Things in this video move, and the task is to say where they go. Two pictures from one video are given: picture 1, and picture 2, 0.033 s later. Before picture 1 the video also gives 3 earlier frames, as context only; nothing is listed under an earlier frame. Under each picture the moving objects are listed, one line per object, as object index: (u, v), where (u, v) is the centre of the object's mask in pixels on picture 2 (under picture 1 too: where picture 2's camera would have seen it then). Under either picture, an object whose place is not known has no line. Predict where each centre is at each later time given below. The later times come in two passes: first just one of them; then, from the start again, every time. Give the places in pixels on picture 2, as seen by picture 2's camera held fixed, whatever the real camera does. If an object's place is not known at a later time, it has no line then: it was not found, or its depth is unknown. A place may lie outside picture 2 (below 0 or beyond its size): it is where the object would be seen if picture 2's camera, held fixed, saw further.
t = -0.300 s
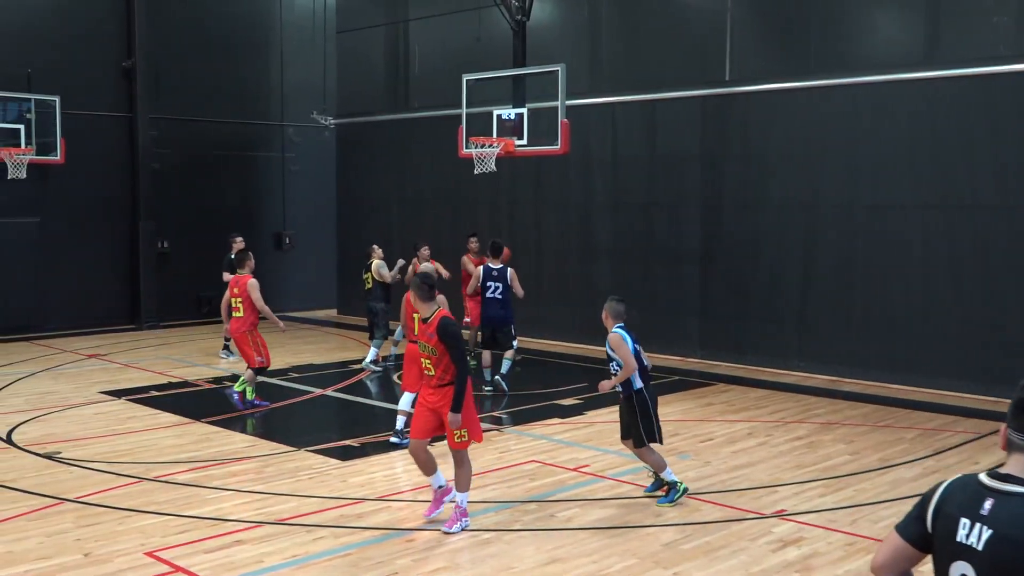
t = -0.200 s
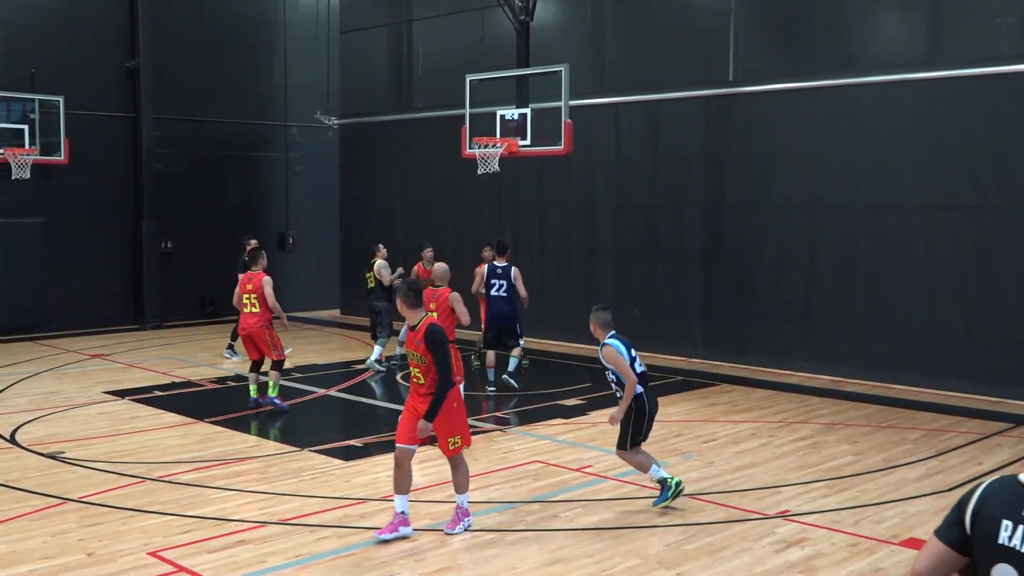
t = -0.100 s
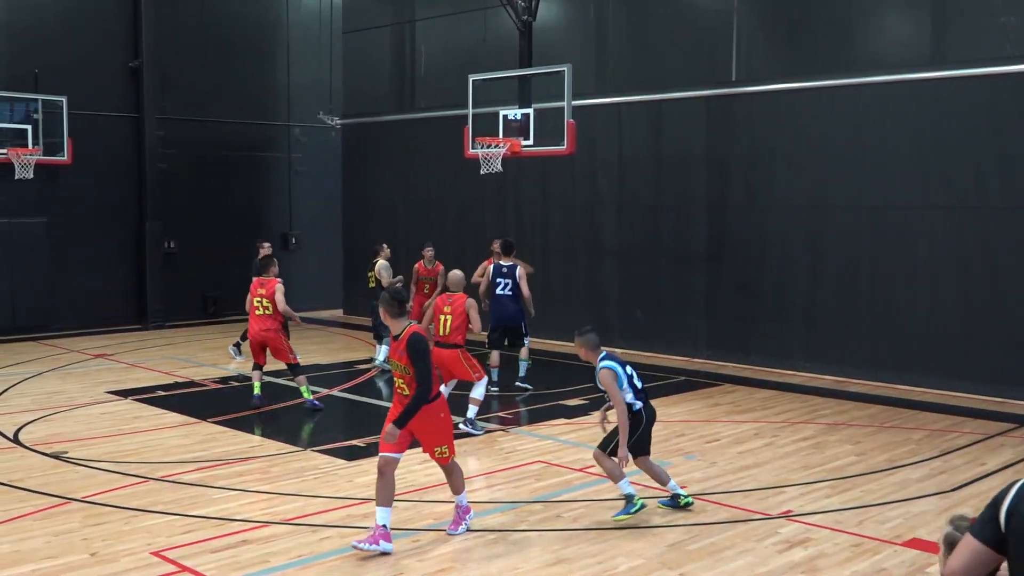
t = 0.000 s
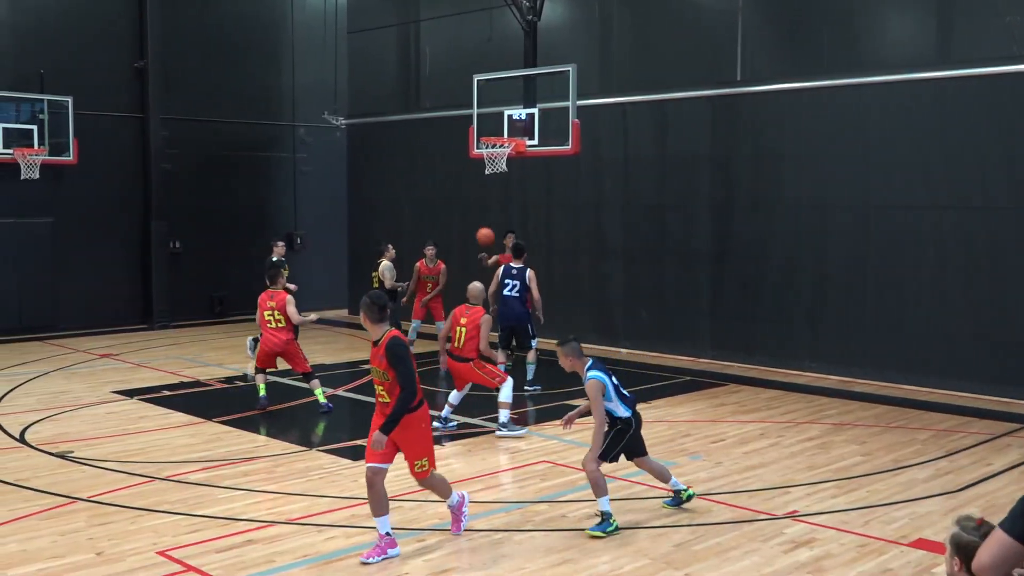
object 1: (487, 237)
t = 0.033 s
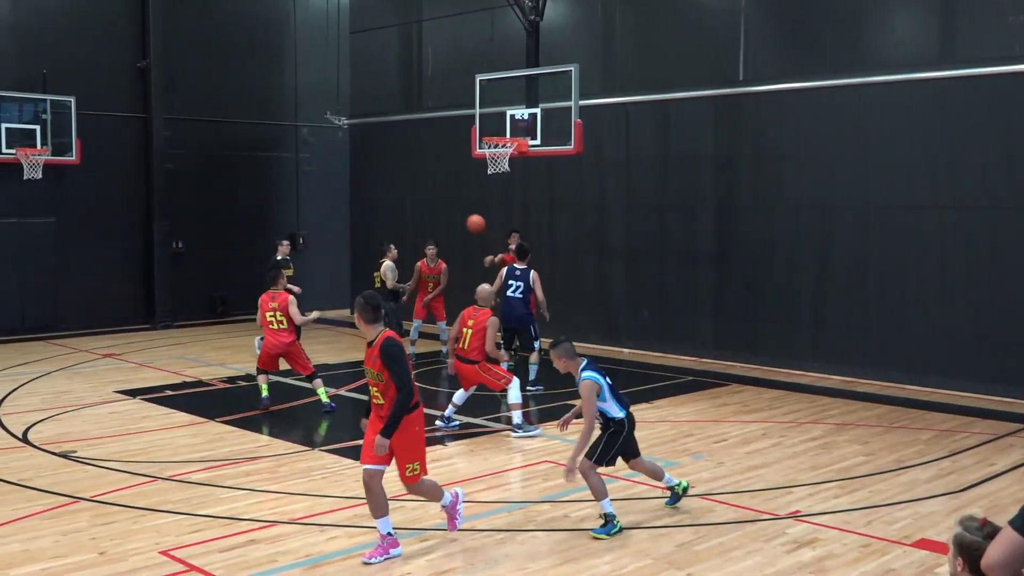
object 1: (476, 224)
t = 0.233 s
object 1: (393, 153)
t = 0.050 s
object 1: (469, 217)
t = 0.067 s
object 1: (463, 211)
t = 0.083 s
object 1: (457, 205)
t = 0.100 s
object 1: (450, 199)
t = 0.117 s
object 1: (444, 193)
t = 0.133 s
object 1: (437, 187)
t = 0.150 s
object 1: (430, 181)
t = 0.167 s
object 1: (423, 175)
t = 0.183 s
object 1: (415, 169)
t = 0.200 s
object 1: (408, 164)
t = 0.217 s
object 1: (400, 158)
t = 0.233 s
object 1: (393, 153)
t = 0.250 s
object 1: (385, 148)
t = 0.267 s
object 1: (376, 143)
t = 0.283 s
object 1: (368, 138)
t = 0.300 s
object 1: (360, 133)
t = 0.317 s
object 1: (351, 128)
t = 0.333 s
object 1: (342, 124)
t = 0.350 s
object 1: (333, 120)
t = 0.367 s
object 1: (324, 115)
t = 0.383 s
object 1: (314, 111)
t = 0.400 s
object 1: (304, 107)
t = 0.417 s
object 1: (294, 103)
